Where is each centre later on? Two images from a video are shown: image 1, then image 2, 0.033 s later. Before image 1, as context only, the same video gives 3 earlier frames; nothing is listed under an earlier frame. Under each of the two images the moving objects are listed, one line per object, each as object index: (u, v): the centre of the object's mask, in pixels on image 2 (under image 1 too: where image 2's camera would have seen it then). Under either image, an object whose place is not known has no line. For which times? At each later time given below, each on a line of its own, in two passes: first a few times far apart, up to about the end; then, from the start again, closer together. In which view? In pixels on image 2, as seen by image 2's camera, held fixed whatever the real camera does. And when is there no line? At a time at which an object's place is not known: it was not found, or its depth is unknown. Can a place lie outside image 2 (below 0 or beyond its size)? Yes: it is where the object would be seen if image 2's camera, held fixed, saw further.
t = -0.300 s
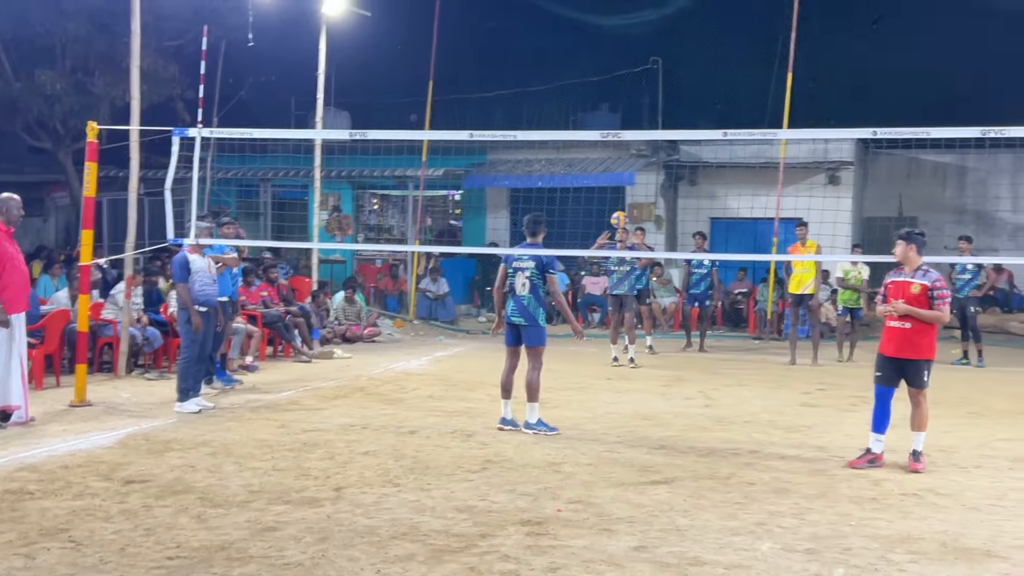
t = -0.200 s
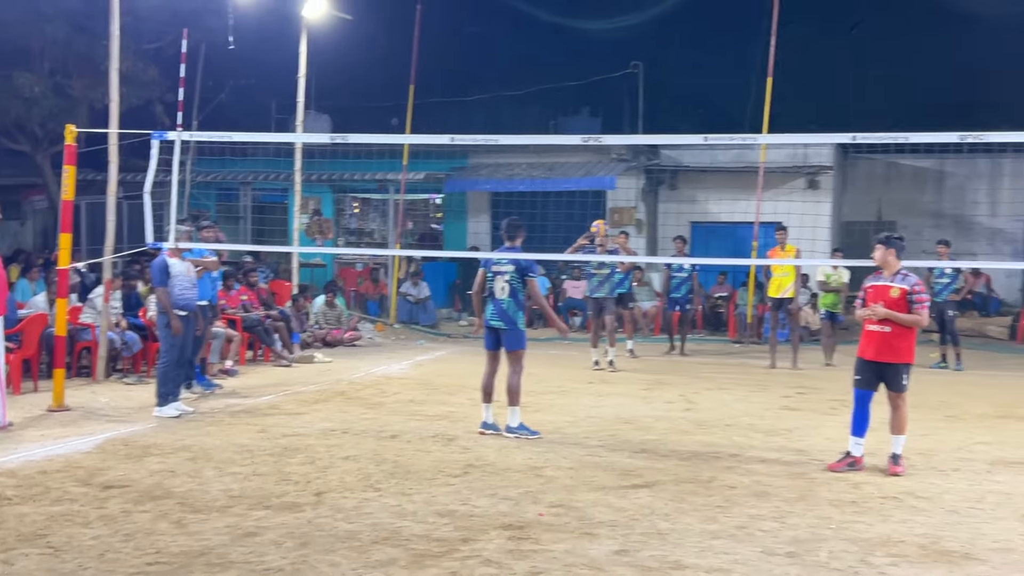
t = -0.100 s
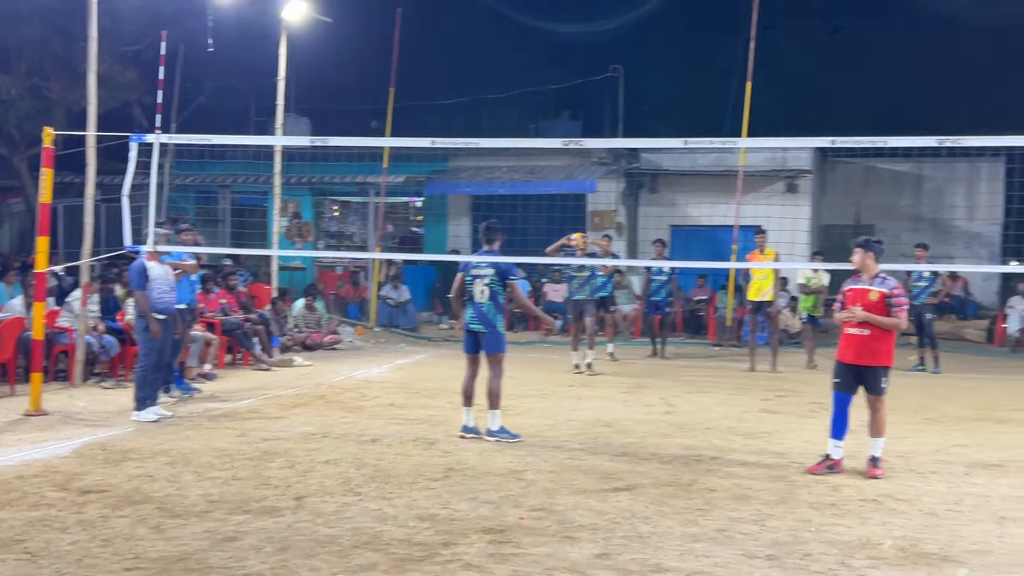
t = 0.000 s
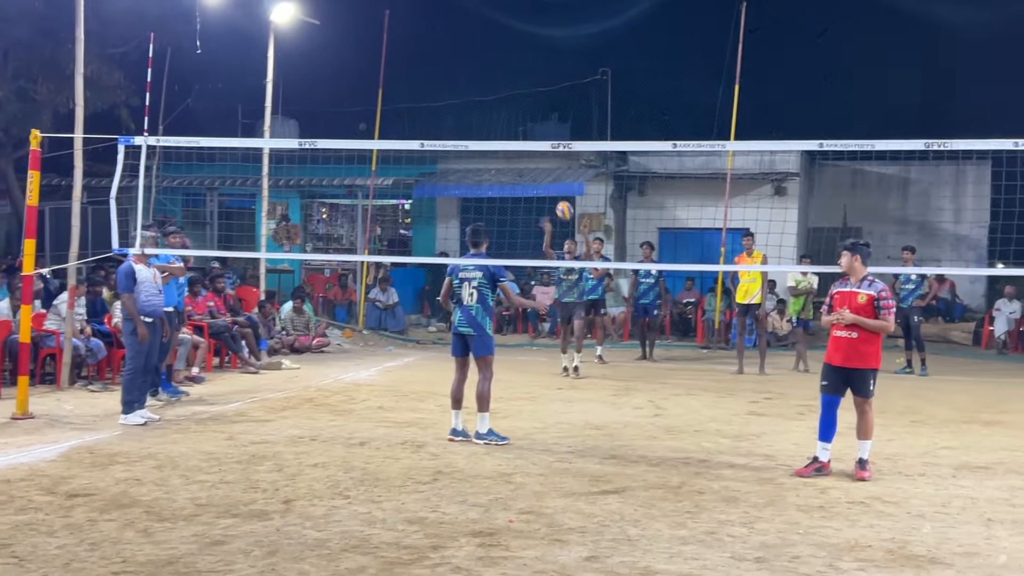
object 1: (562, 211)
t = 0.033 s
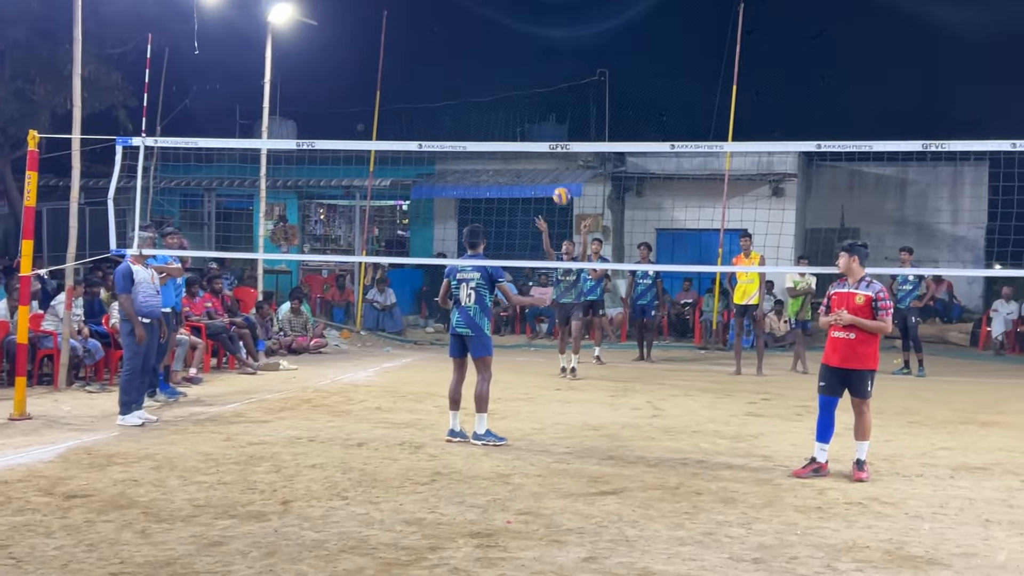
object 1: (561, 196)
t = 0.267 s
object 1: (551, 106)
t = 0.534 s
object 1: (539, 50)
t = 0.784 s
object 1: (523, 56)
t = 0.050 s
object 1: (560, 188)
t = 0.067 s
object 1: (560, 180)
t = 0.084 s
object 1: (559, 173)
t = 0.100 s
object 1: (558, 167)
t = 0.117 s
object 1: (557, 160)
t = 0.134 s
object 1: (556, 156)
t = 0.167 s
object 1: (555, 137)
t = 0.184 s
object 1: (555, 134)
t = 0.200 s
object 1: (553, 128)
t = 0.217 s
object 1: (553, 122)
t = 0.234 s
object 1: (552, 117)
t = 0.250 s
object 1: (551, 111)
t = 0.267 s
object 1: (551, 106)
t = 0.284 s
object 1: (550, 101)
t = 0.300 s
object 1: (549, 96)
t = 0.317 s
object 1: (549, 91)
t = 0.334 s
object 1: (548, 87)
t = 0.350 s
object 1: (547, 83)
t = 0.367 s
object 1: (546, 79)
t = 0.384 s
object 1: (546, 75)
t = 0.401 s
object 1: (545, 71)
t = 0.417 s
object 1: (544, 68)
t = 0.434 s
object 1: (543, 65)
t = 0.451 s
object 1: (543, 62)
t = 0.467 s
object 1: (542, 59)
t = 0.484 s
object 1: (541, 57)
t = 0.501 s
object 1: (540, 54)
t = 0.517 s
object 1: (540, 52)
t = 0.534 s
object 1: (539, 50)
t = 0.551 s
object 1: (538, 49)
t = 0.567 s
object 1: (537, 48)
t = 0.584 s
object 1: (536, 47)
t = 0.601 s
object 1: (535, 46)
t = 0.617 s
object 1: (534, 46)
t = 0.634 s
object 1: (533, 45)
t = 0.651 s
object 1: (532, 45)
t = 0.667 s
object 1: (531, 46)
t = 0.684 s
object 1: (530, 46)
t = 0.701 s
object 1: (529, 47)
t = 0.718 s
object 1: (528, 48)
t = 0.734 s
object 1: (527, 50)
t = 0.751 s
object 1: (526, 52)
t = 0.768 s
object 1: (524, 54)
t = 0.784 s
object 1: (523, 56)
